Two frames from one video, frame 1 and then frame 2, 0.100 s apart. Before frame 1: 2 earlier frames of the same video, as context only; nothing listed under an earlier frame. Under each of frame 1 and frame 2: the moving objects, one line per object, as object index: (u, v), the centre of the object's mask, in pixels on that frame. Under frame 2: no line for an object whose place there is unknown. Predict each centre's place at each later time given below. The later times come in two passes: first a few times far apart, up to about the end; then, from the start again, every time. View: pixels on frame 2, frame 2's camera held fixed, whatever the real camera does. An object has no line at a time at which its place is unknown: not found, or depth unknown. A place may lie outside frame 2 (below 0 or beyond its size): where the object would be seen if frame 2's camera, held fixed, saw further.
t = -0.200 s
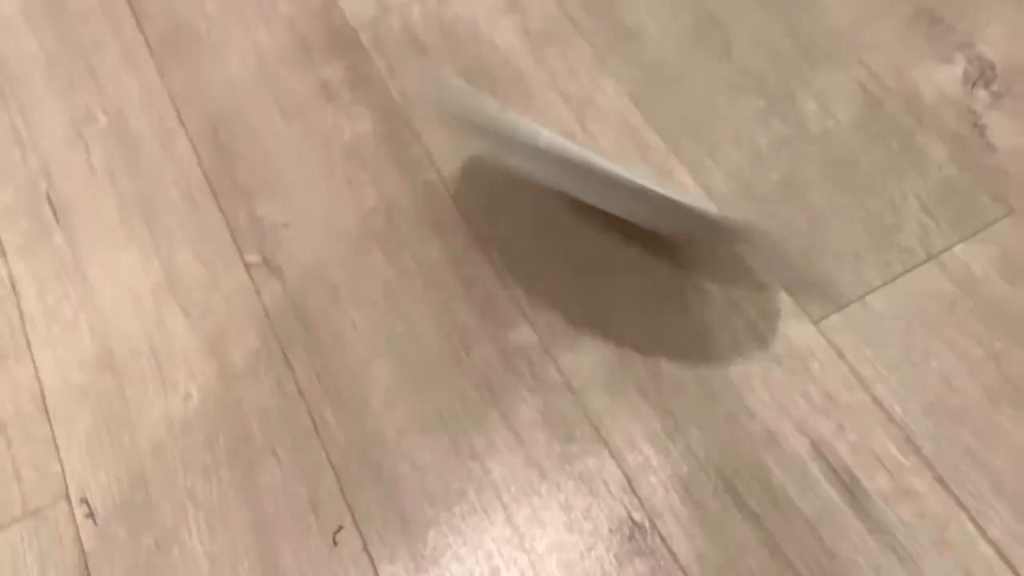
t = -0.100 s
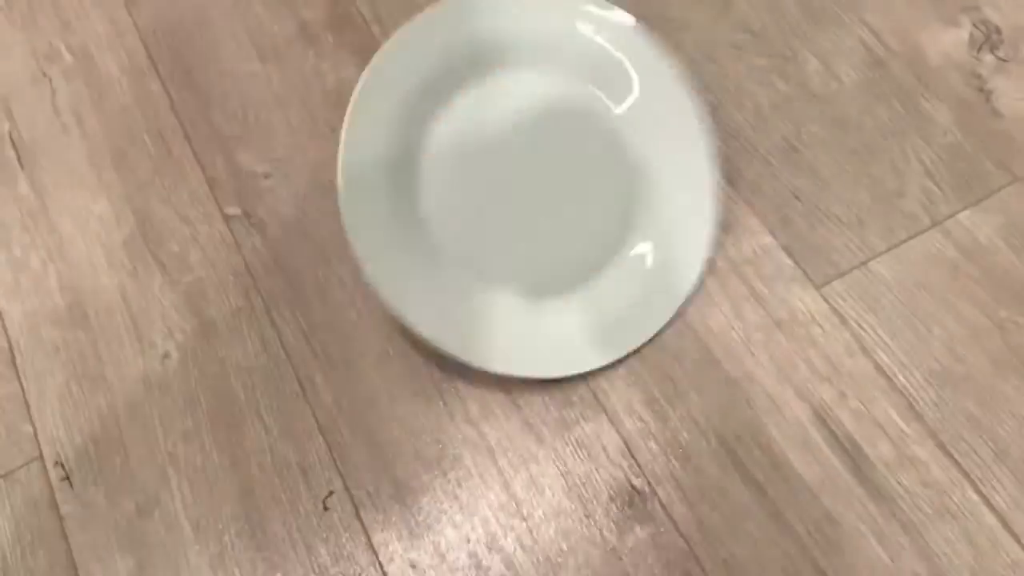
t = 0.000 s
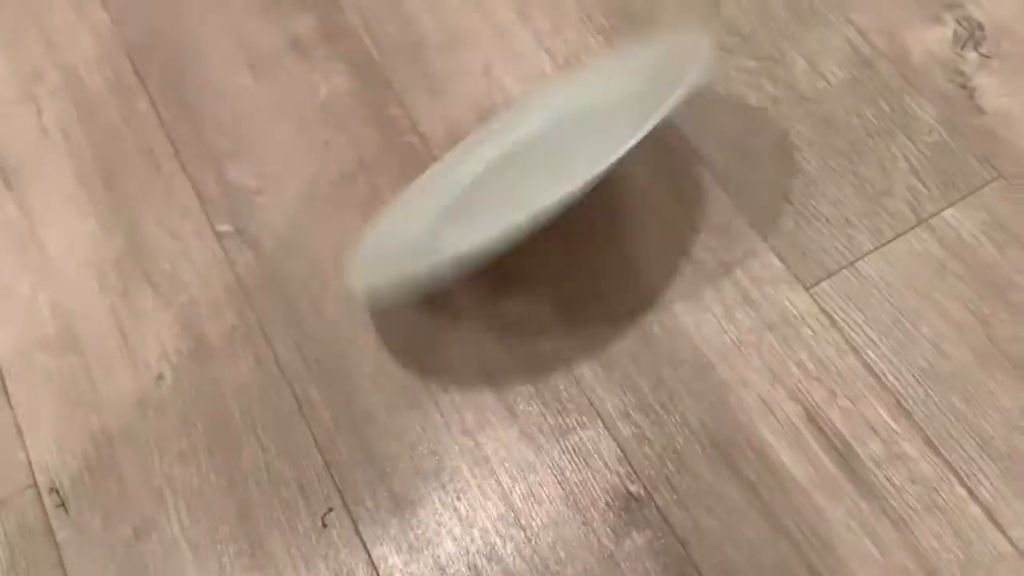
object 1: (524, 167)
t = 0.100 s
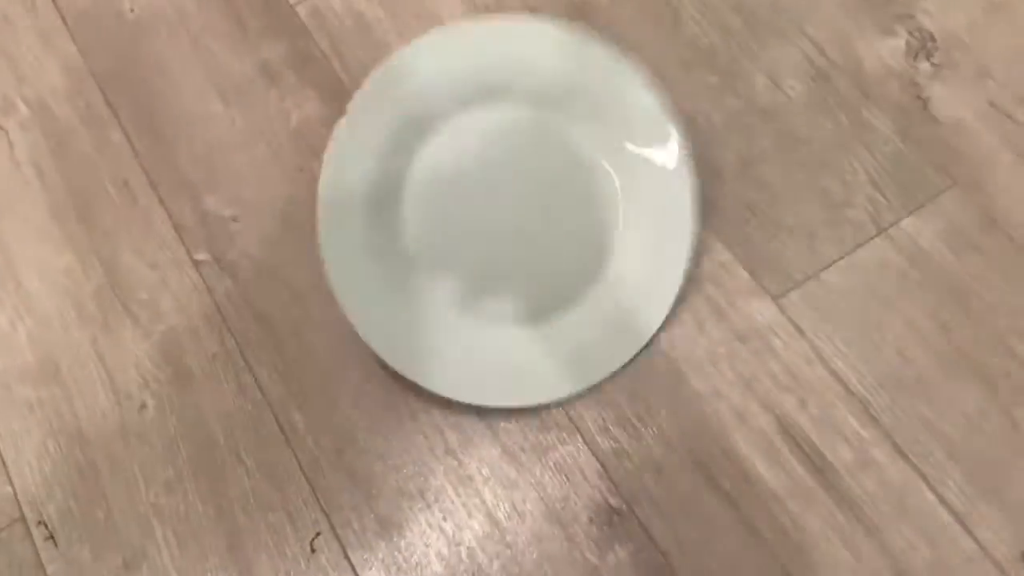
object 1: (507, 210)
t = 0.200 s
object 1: (520, 197)
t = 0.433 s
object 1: (461, 191)
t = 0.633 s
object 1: (468, 228)
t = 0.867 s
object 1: (503, 209)
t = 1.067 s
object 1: (478, 202)
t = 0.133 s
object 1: (507, 220)
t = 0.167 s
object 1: (516, 208)
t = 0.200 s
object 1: (520, 197)
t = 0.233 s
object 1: (514, 174)
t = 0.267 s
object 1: (491, 174)
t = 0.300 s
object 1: (485, 183)
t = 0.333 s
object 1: (484, 198)
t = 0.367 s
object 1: (485, 201)
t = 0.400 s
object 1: (480, 188)
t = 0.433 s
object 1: (461, 191)
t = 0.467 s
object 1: (458, 198)
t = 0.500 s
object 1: (462, 212)
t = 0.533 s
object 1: (466, 221)
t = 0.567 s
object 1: (475, 224)
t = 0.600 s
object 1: (463, 227)
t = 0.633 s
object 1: (468, 228)
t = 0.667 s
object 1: (480, 225)
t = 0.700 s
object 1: (496, 227)
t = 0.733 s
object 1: (497, 225)
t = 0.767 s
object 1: (487, 230)
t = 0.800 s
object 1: (492, 230)
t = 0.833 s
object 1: (503, 218)
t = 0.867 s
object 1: (503, 209)
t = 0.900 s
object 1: (496, 210)
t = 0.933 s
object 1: (488, 217)
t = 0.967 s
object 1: (490, 213)
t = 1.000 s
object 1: (495, 202)
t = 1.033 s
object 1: (487, 201)
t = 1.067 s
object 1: (478, 202)
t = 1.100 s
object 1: (481, 188)
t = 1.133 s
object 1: (488, 182)
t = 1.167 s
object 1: (498, 185)
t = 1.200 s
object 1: (491, 183)
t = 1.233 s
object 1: (489, 183)
